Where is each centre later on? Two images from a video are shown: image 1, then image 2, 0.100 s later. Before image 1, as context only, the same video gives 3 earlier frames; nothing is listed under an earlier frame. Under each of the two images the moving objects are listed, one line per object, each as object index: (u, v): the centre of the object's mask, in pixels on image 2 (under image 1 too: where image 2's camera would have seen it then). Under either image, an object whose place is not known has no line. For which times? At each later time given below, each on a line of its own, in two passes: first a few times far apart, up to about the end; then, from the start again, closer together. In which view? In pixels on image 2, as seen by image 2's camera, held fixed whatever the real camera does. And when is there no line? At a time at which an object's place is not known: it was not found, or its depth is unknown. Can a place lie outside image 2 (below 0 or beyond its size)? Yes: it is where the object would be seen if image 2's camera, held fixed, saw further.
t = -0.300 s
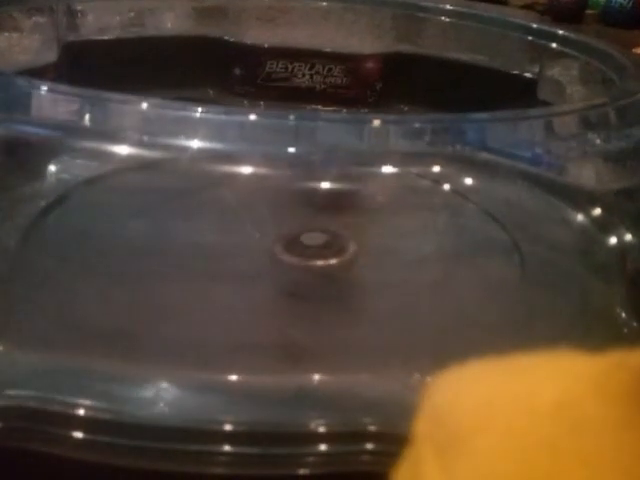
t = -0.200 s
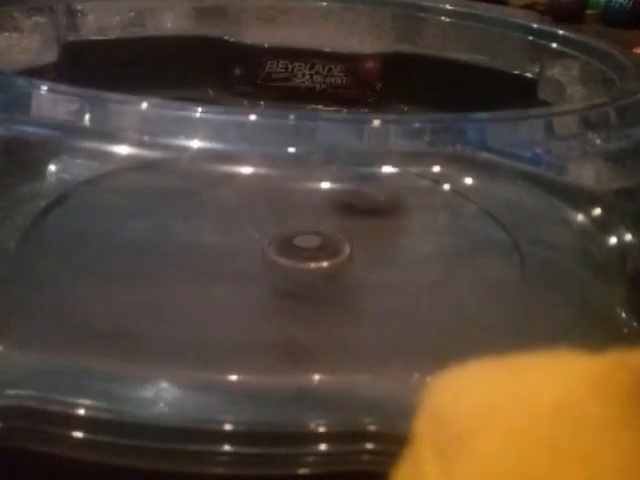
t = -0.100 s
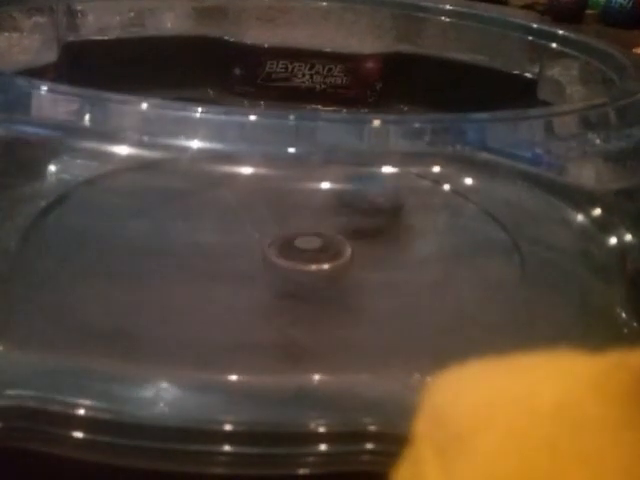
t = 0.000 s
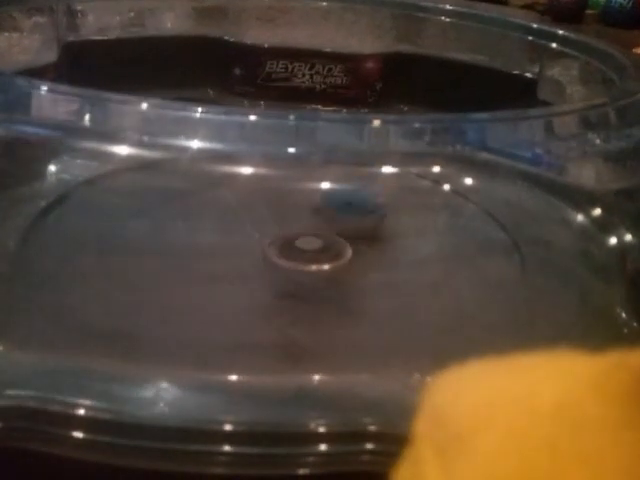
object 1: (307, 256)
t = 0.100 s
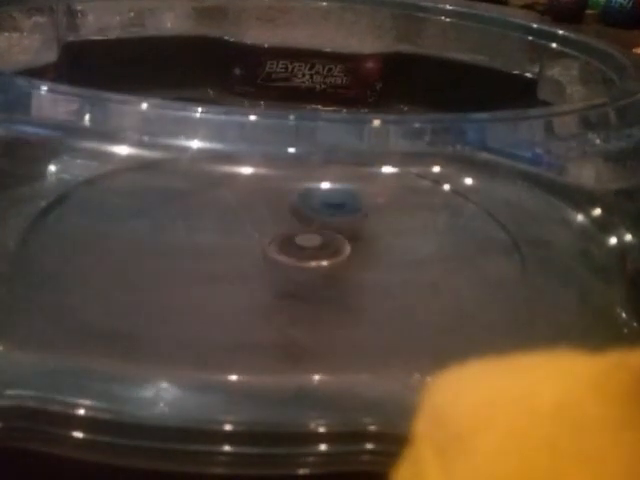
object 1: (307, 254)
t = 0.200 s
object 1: (299, 251)
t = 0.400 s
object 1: (269, 249)
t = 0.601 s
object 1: (244, 250)
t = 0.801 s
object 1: (241, 254)
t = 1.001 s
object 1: (251, 260)
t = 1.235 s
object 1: (279, 263)
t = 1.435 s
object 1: (281, 267)
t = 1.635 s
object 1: (292, 269)
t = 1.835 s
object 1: (296, 269)
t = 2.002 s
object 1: (271, 274)
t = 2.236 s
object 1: (268, 270)
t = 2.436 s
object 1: (245, 268)
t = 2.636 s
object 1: (217, 270)
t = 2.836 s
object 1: (227, 264)
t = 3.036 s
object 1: (207, 268)
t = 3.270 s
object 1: (228, 264)
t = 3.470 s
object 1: (209, 266)
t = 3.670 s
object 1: (224, 272)
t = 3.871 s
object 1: (264, 261)
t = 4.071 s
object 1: (257, 252)
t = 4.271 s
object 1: (267, 253)
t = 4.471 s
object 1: (290, 272)
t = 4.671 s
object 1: (325, 267)
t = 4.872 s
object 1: (330, 245)
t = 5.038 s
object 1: (337, 243)
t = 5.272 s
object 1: (333, 233)
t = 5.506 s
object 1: (318, 228)
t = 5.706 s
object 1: (325, 234)
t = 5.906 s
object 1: (345, 232)
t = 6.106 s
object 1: (338, 225)
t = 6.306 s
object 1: (308, 233)
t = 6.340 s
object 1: (306, 233)
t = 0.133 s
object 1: (306, 252)
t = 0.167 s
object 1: (303, 251)
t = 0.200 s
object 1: (299, 251)
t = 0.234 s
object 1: (295, 249)
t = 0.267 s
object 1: (290, 247)
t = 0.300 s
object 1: (283, 251)
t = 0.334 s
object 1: (278, 251)
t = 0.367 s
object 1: (274, 249)
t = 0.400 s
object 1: (269, 249)
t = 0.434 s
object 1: (264, 248)
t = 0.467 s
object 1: (260, 247)
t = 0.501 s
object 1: (255, 248)
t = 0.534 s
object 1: (251, 249)
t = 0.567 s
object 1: (247, 249)
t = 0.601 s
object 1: (244, 250)
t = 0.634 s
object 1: (241, 250)
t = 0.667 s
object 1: (240, 251)
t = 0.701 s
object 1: (239, 251)
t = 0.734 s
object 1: (239, 252)
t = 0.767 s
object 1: (239, 253)
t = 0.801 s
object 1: (241, 254)
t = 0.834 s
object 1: (245, 256)
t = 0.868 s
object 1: (249, 257)
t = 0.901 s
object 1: (254, 257)
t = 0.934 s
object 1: (259, 256)
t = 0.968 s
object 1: (256, 259)
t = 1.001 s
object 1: (251, 260)
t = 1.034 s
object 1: (251, 262)
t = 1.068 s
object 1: (253, 262)
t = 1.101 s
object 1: (258, 263)
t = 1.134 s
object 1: (265, 263)
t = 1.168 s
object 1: (269, 263)
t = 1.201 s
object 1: (274, 263)
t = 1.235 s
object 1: (279, 263)
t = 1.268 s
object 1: (276, 266)
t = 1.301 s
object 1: (272, 266)
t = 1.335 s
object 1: (272, 267)
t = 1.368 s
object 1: (274, 268)
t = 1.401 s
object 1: (278, 268)
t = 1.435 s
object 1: (281, 267)
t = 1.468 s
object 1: (284, 267)
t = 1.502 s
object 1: (288, 267)
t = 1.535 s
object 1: (291, 267)
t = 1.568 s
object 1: (289, 268)
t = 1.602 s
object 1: (290, 269)
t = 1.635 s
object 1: (292, 269)
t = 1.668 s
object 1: (294, 268)
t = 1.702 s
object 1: (296, 268)
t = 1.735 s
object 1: (297, 268)
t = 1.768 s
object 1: (297, 268)
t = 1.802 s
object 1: (296, 268)
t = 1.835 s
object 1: (296, 269)
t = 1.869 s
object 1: (288, 271)
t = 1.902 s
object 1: (277, 273)
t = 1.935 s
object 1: (272, 274)
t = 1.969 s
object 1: (271, 274)
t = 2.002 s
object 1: (271, 274)
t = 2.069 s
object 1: (265, 276)
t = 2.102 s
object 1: (265, 275)
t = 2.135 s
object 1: (264, 275)
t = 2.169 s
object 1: (265, 273)
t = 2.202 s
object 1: (266, 272)
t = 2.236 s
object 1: (268, 270)
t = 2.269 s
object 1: (269, 269)
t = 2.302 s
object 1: (269, 268)
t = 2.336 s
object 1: (269, 266)
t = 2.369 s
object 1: (268, 265)
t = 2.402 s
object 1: (265, 263)
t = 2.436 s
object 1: (245, 268)
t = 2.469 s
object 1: (233, 266)
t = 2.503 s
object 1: (227, 270)
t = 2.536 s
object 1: (223, 270)
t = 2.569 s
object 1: (220, 269)
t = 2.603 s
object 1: (218, 270)
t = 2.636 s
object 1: (217, 270)
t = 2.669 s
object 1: (217, 270)
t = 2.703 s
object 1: (217, 269)
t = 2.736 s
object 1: (219, 268)
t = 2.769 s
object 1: (221, 267)
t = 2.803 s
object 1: (223, 266)
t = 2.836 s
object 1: (227, 264)
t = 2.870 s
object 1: (231, 266)
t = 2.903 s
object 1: (234, 265)
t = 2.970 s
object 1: (227, 262)
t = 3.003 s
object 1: (213, 263)
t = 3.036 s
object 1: (207, 268)
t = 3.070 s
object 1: (204, 265)
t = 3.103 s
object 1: (204, 265)
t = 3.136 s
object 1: (205, 266)
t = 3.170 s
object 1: (208, 266)
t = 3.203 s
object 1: (214, 266)
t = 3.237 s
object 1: (221, 265)
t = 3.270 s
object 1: (228, 264)
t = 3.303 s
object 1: (232, 262)
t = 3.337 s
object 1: (238, 262)
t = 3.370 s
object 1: (242, 261)
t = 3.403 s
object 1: (244, 261)
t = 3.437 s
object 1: (225, 263)
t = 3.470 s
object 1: (209, 266)
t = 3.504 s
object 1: (200, 267)
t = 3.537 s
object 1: (199, 267)
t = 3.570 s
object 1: (201, 269)
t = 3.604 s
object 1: (207, 270)
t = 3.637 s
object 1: (214, 271)
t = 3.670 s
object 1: (224, 272)
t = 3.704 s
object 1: (231, 271)
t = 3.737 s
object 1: (239, 269)
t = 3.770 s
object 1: (246, 267)
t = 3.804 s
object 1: (255, 266)
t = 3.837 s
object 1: (261, 263)
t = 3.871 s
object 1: (264, 261)
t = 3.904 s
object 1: (264, 255)
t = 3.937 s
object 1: (266, 251)
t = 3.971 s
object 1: (268, 248)
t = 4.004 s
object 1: (266, 251)
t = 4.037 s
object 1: (261, 251)
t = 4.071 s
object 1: (257, 252)
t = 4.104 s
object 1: (256, 251)
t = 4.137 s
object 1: (258, 251)
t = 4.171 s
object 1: (261, 251)
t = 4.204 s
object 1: (264, 251)
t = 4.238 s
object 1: (267, 250)
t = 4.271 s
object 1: (267, 253)
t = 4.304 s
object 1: (266, 261)
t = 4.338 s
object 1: (266, 266)
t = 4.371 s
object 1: (269, 268)
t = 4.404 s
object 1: (276, 270)
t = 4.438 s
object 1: (283, 271)
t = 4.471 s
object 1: (290, 272)
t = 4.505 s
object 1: (298, 272)
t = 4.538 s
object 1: (303, 271)
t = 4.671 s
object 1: (325, 267)
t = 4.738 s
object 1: (332, 255)
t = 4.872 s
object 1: (330, 245)
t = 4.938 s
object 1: (333, 244)
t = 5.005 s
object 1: (337, 243)
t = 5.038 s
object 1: (337, 243)
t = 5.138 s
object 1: (334, 239)
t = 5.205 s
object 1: (328, 235)
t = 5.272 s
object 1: (333, 233)
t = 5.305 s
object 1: (334, 233)
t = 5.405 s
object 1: (330, 229)
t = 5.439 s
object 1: (327, 228)
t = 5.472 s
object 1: (322, 228)
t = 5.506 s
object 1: (318, 228)
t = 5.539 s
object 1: (313, 229)
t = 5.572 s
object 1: (308, 229)
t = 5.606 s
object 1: (307, 230)
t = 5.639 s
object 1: (306, 231)
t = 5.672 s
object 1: (316, 233)
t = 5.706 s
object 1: (325, 234)
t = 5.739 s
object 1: (331, 234)
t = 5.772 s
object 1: (334, 232)
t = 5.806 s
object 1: (337, 234)
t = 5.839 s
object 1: (340, 231)
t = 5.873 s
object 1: (343, 231)
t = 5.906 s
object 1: (345, 232)
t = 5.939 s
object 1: (349, 229)
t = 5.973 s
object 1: (351, 228)
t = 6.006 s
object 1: (352, 228)
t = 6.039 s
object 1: (351, 227)
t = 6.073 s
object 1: (345, 226)
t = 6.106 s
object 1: (338, 225)
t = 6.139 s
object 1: (332, 225)
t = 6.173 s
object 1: (326, 227)
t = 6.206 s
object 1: (321, 228)
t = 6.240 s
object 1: (317, 229)
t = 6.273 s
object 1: (313, 230)
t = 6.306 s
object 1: (308, 233)
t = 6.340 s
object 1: (306, 233)
